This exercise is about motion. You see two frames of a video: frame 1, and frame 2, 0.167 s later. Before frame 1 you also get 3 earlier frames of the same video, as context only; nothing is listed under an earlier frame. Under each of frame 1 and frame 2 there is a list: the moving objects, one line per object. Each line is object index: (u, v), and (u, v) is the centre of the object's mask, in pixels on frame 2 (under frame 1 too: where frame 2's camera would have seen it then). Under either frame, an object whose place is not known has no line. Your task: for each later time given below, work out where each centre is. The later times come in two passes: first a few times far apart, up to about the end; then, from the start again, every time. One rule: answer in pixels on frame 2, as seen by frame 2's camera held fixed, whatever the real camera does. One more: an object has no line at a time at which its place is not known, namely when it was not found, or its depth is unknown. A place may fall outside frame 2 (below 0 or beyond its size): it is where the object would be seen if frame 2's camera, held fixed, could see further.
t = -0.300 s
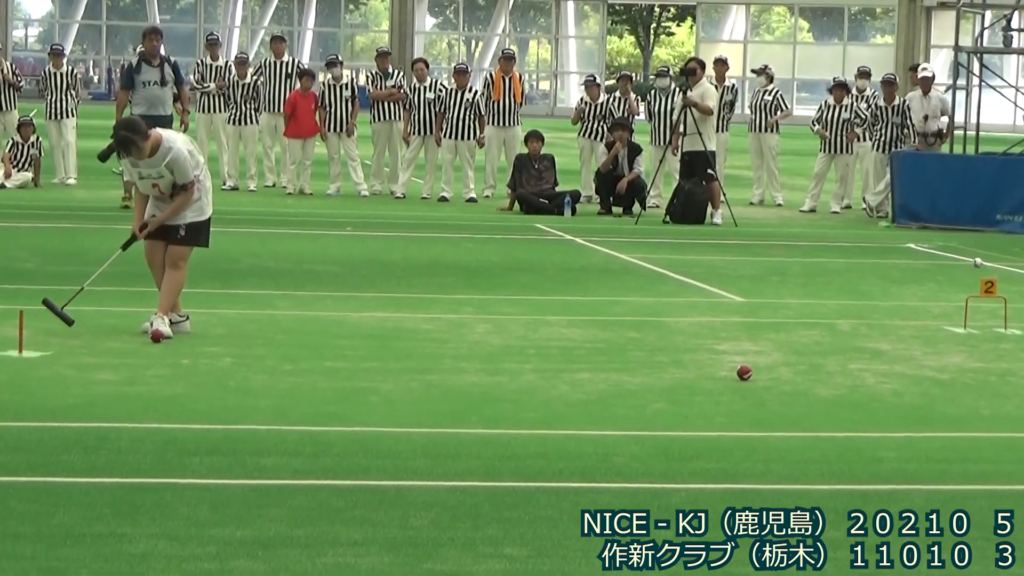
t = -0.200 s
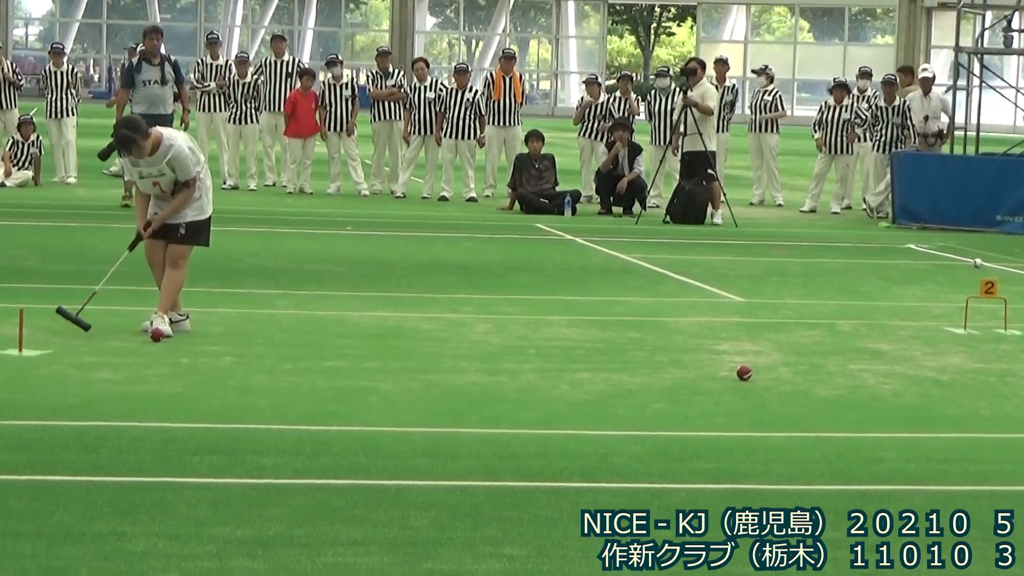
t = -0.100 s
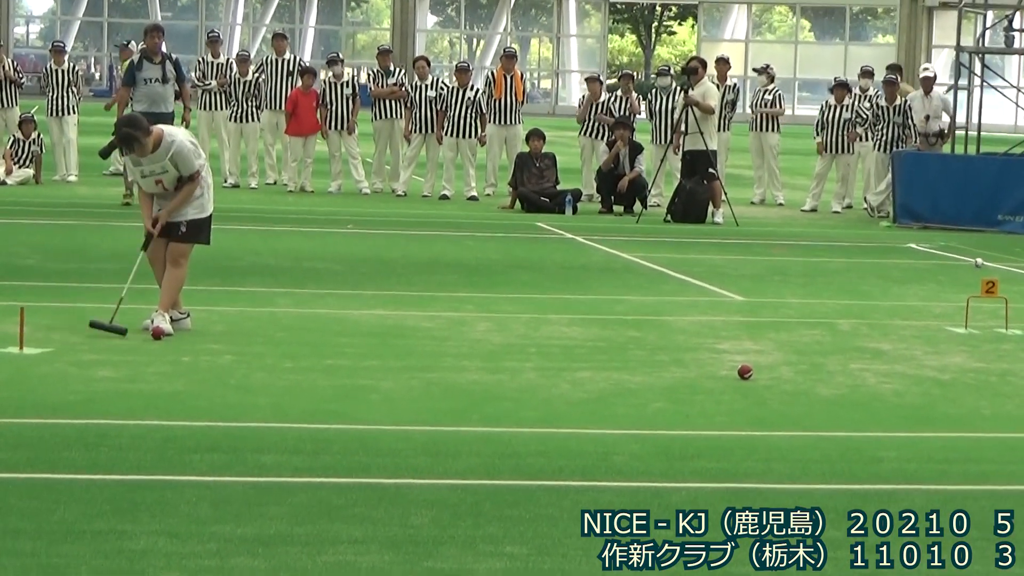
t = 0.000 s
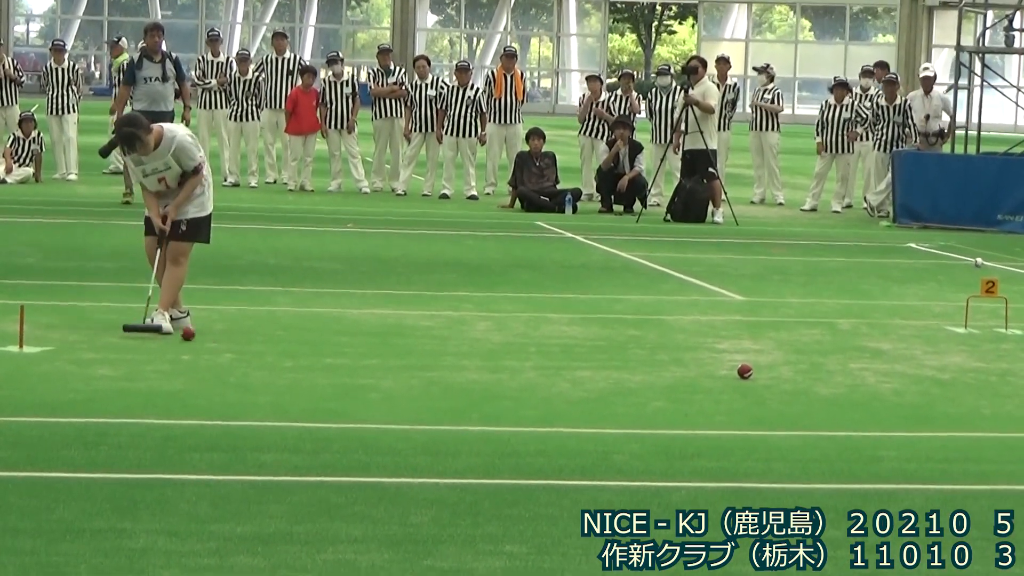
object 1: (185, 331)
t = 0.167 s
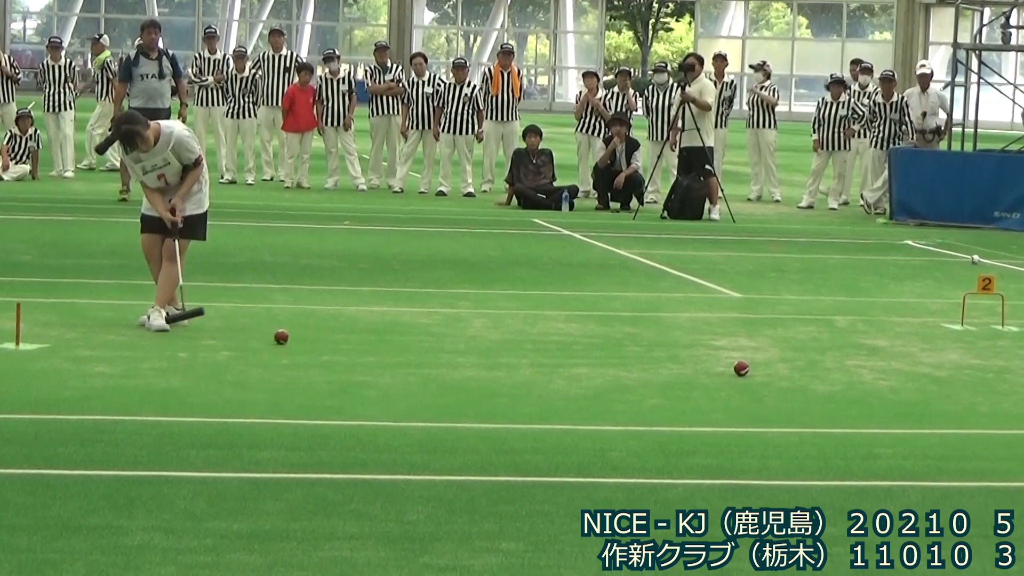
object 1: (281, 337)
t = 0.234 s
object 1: (316, 340)
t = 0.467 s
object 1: (416, 346)
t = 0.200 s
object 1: (299, 338)
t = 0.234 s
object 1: (316, 340)
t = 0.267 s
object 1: (331, 341)
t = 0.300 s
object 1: (347, 342)
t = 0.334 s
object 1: (361, 343)
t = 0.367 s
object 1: (375, 344)
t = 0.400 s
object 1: (388, 344)
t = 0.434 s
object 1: (402, 345)
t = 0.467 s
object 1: (416, 346)
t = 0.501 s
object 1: (430, 347)
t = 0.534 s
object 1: (444, 347)
